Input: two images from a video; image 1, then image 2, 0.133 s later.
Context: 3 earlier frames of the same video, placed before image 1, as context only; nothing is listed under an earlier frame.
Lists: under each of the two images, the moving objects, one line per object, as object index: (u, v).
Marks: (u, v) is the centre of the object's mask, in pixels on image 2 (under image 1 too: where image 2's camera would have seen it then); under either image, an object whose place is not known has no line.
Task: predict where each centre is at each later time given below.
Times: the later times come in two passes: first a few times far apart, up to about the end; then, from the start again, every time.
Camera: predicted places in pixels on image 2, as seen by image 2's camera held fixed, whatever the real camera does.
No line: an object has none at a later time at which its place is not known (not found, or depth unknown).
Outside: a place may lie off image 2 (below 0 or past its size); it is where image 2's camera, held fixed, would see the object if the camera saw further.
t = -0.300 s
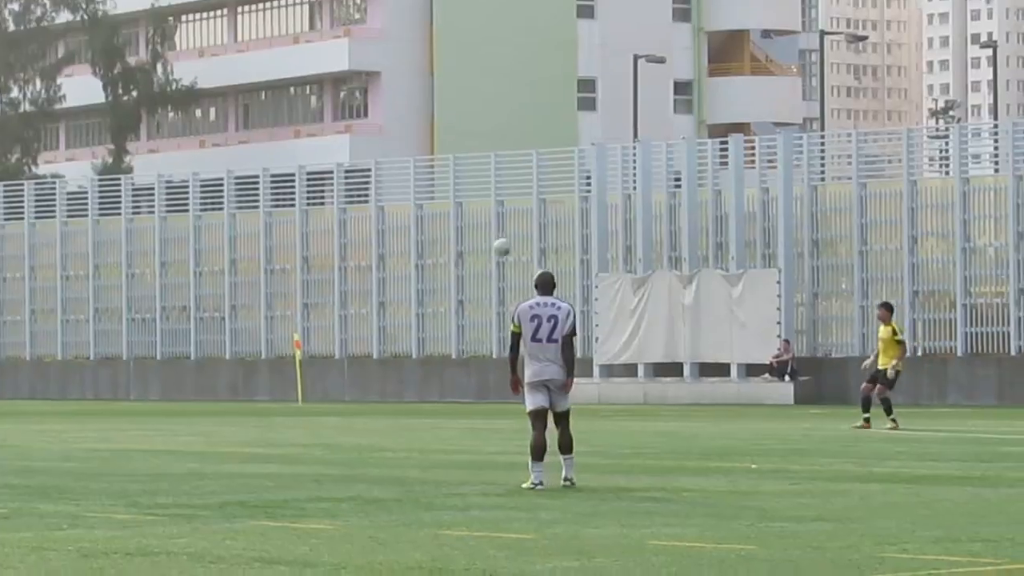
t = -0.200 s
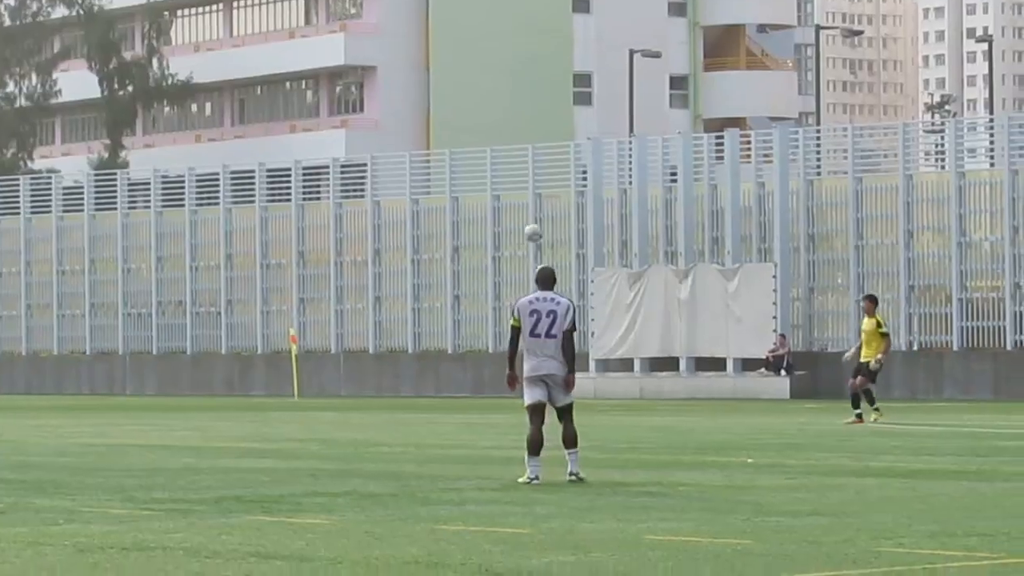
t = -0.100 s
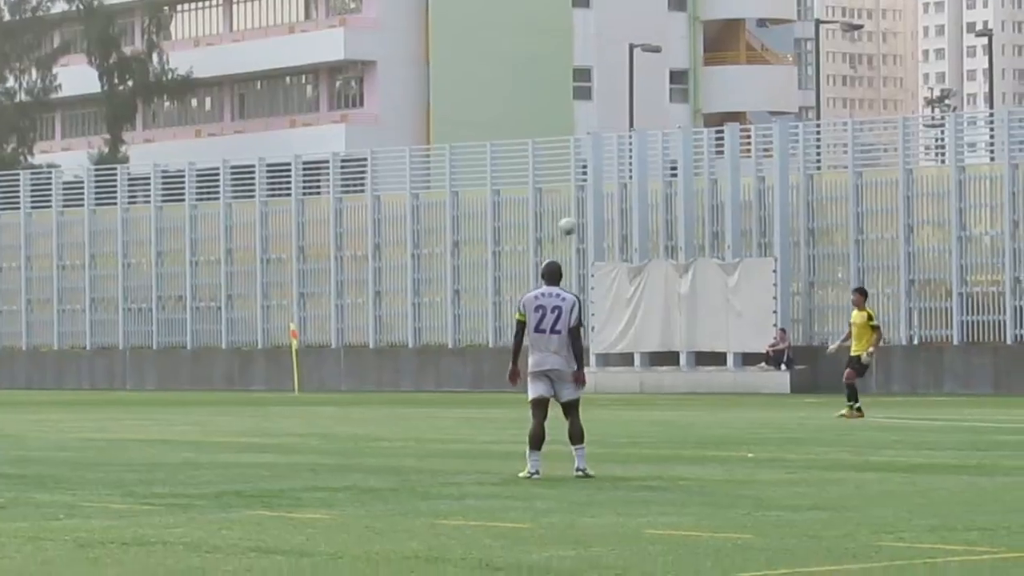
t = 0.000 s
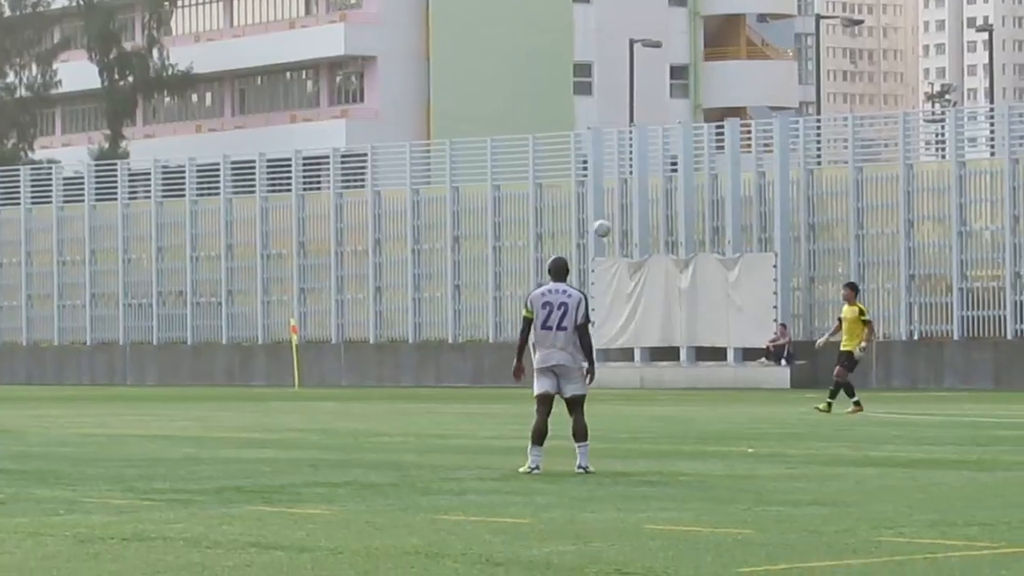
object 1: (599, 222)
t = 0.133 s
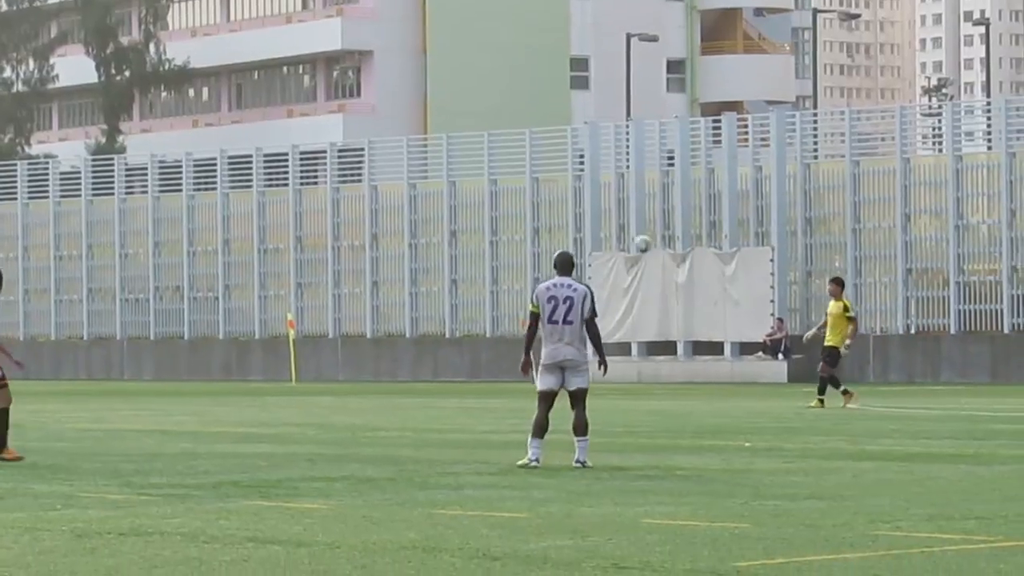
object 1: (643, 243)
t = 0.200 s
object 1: (665, 258)
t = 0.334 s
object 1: (707, 299)
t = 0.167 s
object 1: (654, 250)
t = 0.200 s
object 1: (665, 258)
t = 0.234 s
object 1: (675, 268)
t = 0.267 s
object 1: (685, 276)
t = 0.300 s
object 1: (696, 288)
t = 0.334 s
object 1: (707, 299)
